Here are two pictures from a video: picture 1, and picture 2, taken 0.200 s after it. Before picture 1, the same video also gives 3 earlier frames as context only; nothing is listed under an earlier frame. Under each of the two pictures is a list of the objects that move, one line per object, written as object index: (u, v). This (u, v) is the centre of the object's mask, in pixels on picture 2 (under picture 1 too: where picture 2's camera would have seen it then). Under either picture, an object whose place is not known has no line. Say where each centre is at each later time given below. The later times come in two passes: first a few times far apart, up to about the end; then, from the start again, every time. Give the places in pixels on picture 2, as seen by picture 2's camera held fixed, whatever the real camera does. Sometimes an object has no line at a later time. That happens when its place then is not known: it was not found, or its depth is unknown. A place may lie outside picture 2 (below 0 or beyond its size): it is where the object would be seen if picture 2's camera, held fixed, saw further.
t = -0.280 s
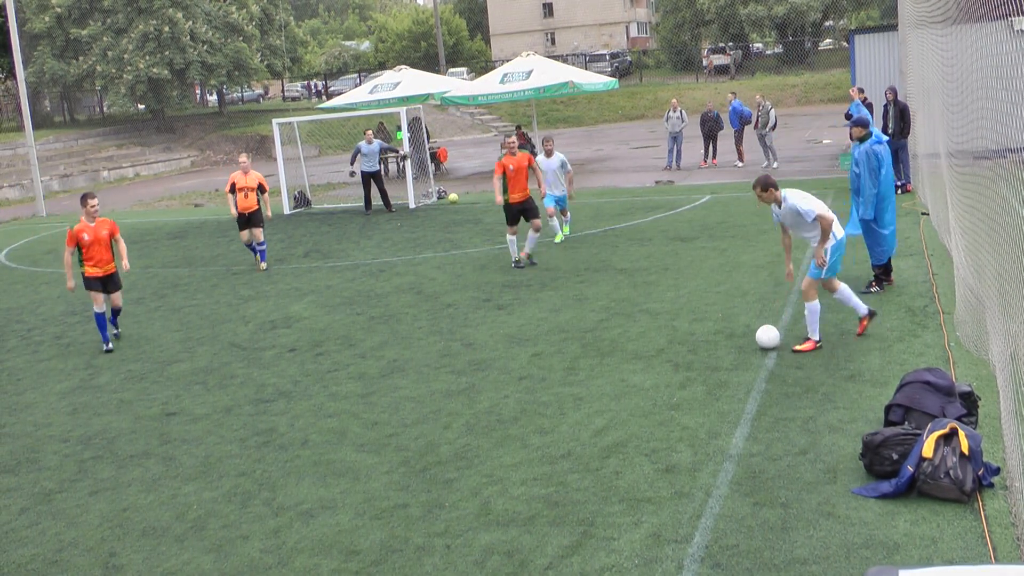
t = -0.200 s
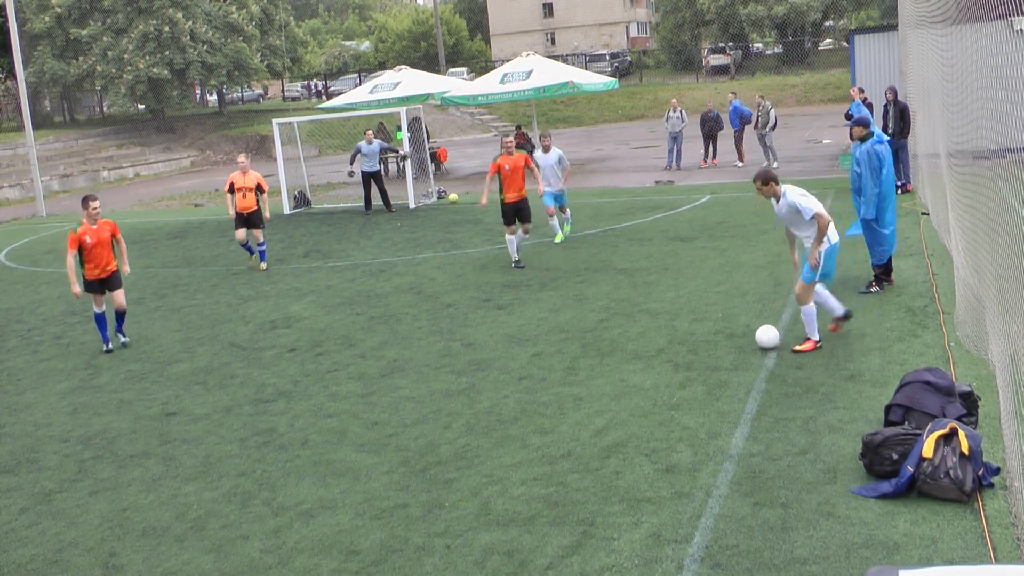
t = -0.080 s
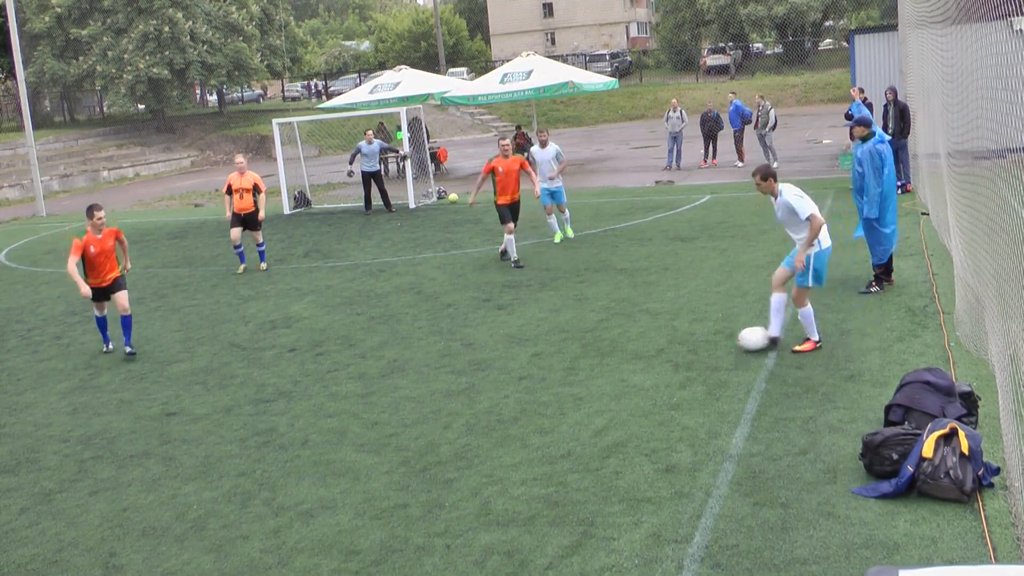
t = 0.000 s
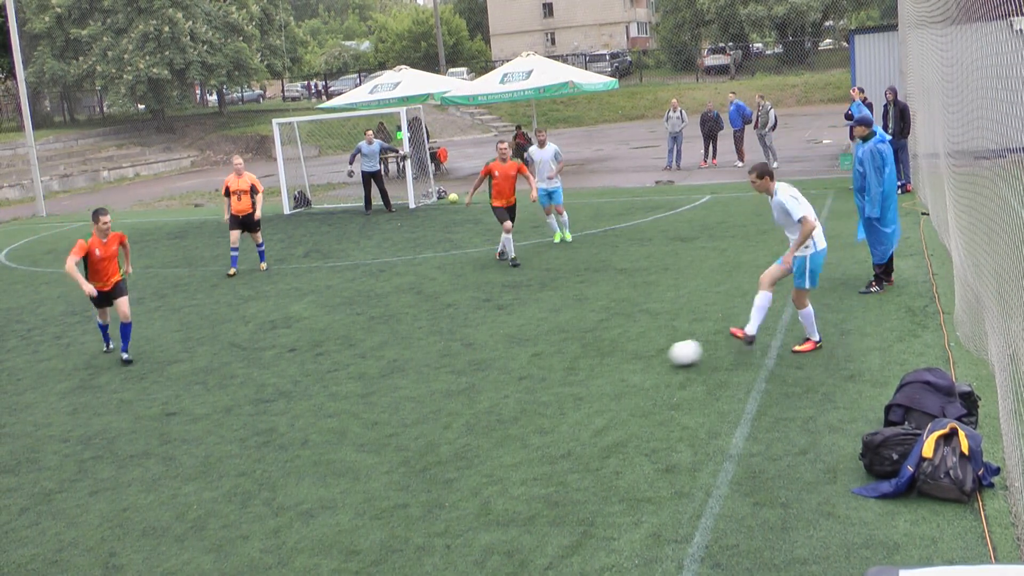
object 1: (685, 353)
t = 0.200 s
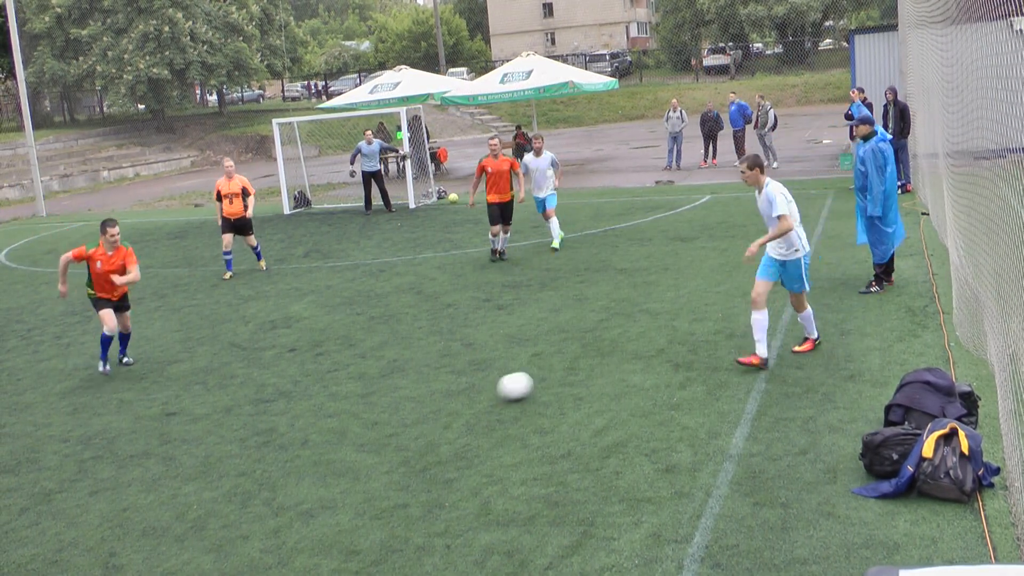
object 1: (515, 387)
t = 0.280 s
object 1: (450, 399)
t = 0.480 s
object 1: (296, 429)
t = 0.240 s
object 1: (481, 394)
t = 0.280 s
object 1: (450, 399)
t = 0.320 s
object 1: (417, 404)
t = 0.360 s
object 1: (385, 412)
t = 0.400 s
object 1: (355, 417)
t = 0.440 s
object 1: (325, 422)
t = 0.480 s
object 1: (296, 429)
